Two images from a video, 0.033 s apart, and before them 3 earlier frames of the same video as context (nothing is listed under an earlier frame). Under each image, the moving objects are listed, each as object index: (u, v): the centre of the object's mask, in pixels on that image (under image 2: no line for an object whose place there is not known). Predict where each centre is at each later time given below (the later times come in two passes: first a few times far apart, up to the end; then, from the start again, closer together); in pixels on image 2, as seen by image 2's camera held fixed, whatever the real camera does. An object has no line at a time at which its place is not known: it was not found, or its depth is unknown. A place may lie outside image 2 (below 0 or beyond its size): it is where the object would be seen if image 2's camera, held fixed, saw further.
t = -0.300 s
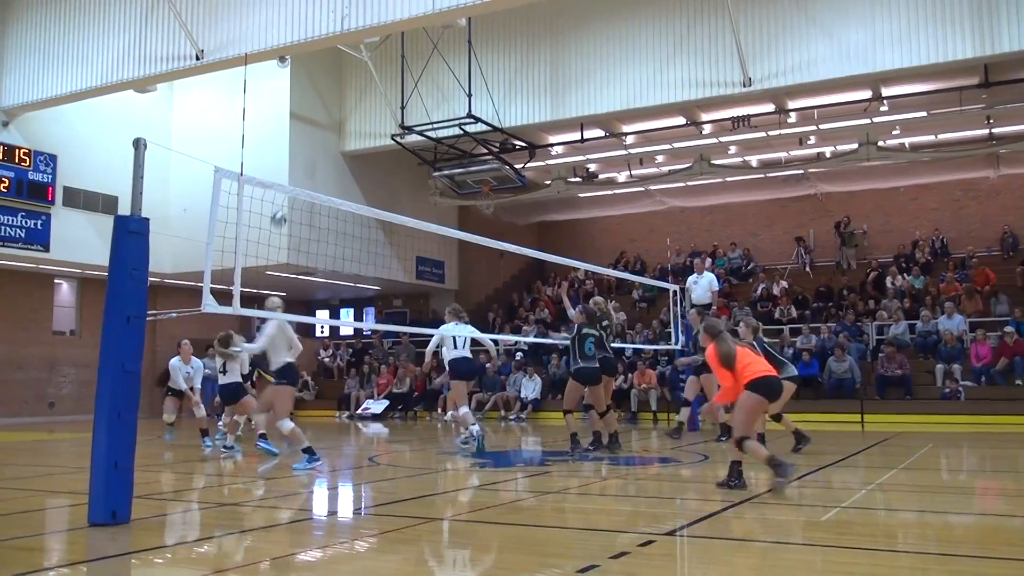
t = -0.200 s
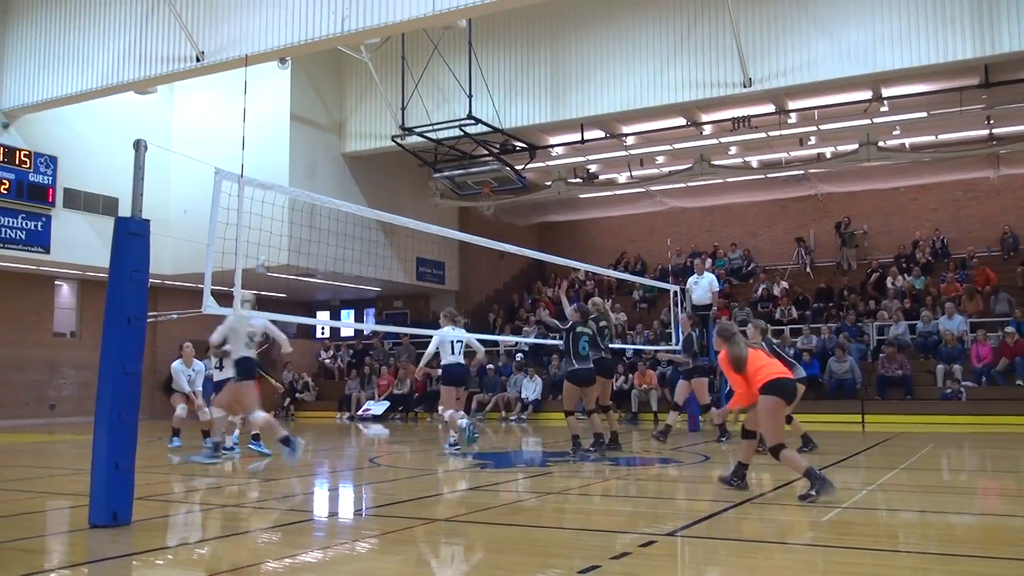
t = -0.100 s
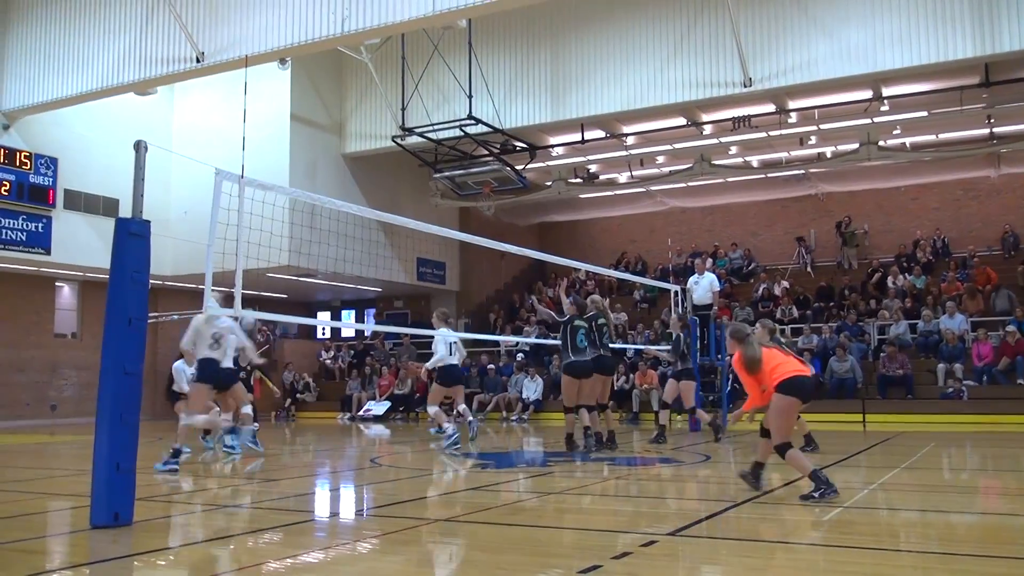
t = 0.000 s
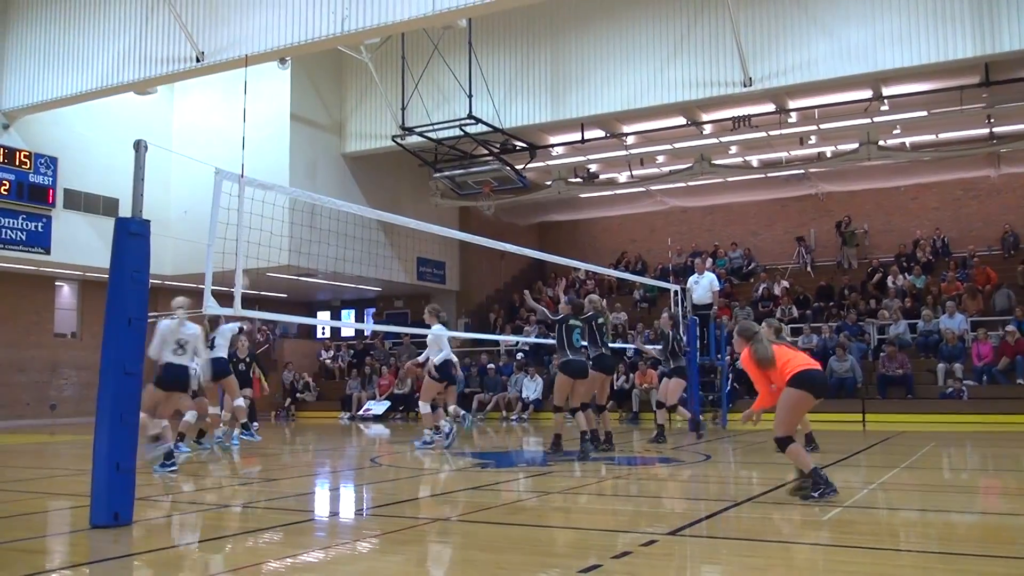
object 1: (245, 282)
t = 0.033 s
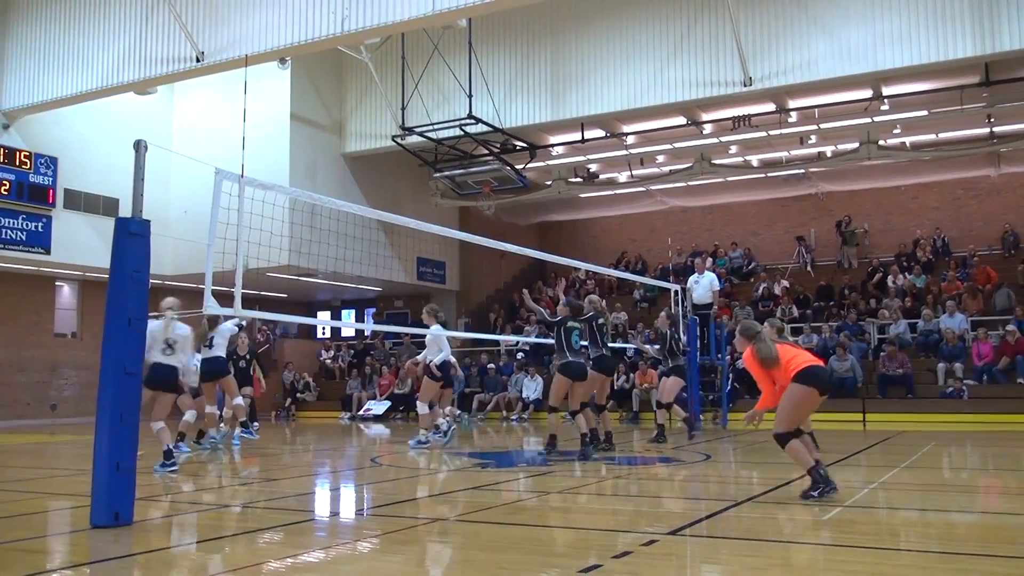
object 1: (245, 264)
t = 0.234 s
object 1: (234, 169)
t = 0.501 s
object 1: (226, 106)
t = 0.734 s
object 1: (218, 91)
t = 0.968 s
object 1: (209, 113)
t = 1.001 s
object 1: (207, 119)
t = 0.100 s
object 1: (237, 231)
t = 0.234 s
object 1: (234, 169)
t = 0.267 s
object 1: (234, 161)
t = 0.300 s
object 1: (232, 151)
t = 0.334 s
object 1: (231, 141)
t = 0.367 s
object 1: (230, 132)
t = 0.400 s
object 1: (229, 124)
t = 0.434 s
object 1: (228, 117)
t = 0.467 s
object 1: (227, 111)
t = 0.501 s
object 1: (226, 106)
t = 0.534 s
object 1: (225, 101)
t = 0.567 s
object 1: (224, 98)
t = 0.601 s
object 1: (223, 95)
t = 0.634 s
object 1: (221, 93)
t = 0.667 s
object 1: (220, 91)
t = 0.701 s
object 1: (219, 91)
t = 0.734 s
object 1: (218, 91)
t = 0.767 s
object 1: (217, 92)
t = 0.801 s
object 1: (215, 94)
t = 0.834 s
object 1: (214, 97)
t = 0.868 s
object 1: (213, 100)
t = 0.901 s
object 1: (211, 103)
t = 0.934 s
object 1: (210, 108)
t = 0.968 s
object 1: (209, 113)
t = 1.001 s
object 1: (207, 119)
